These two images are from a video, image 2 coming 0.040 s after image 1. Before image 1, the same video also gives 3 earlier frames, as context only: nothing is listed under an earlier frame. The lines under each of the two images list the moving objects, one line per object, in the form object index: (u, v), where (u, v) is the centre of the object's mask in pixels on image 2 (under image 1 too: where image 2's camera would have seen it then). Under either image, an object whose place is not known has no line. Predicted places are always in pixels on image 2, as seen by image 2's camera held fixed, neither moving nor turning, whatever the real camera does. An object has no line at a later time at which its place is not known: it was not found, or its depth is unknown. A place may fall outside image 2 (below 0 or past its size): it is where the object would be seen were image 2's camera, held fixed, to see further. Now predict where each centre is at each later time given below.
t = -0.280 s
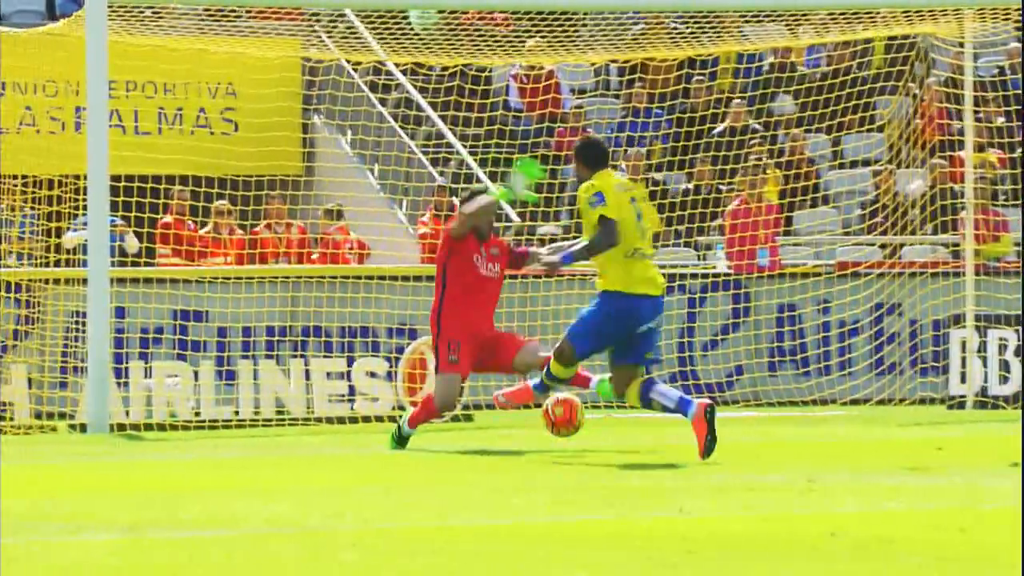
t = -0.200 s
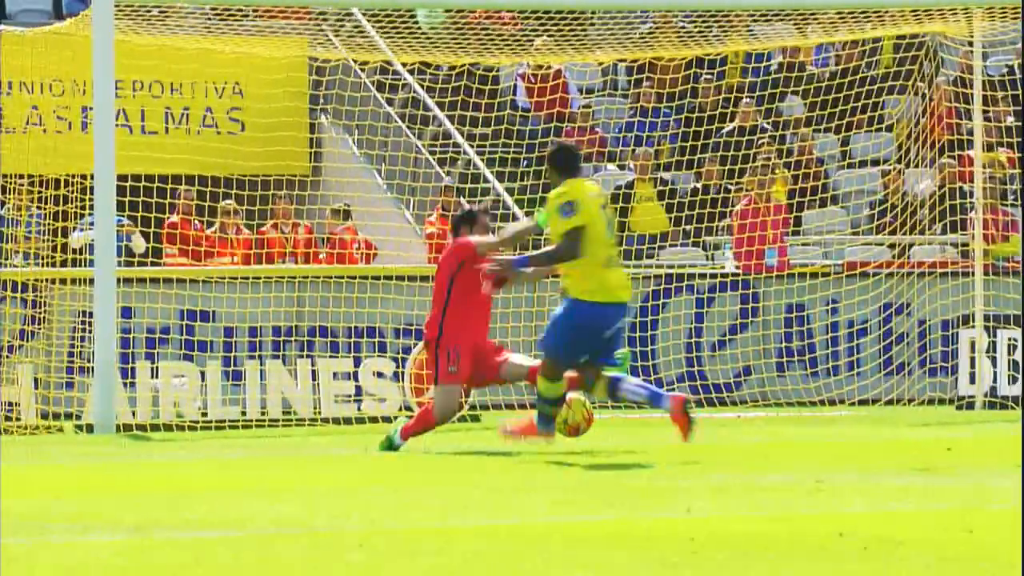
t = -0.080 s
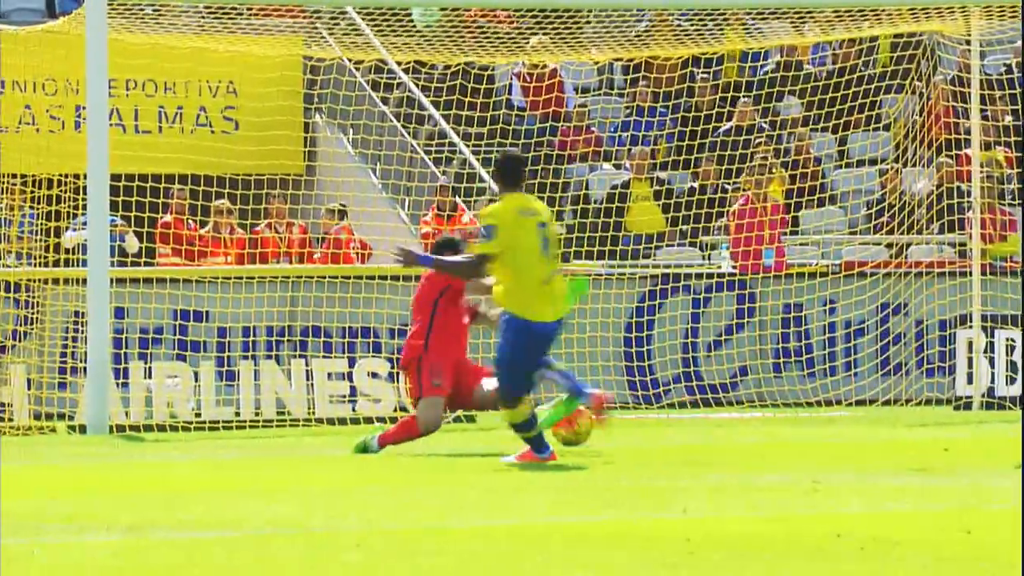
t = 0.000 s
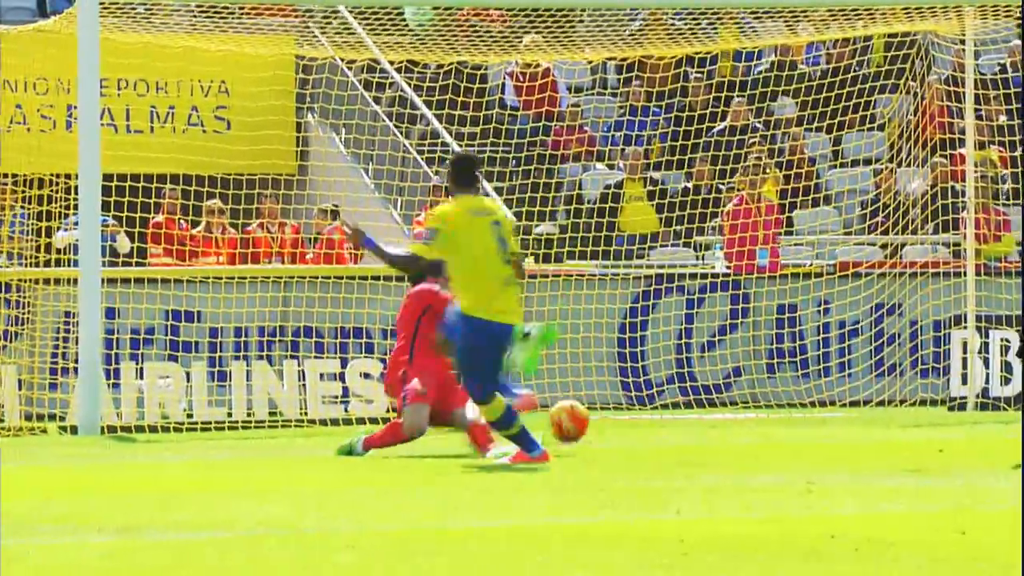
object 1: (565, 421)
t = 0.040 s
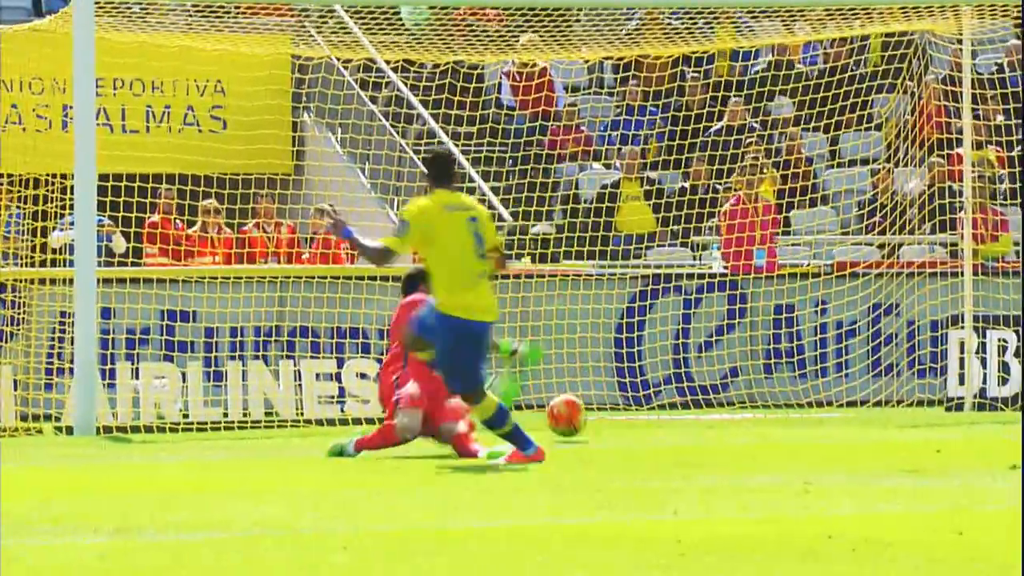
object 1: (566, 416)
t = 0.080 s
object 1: (569, 411)
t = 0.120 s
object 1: (572, 407)
